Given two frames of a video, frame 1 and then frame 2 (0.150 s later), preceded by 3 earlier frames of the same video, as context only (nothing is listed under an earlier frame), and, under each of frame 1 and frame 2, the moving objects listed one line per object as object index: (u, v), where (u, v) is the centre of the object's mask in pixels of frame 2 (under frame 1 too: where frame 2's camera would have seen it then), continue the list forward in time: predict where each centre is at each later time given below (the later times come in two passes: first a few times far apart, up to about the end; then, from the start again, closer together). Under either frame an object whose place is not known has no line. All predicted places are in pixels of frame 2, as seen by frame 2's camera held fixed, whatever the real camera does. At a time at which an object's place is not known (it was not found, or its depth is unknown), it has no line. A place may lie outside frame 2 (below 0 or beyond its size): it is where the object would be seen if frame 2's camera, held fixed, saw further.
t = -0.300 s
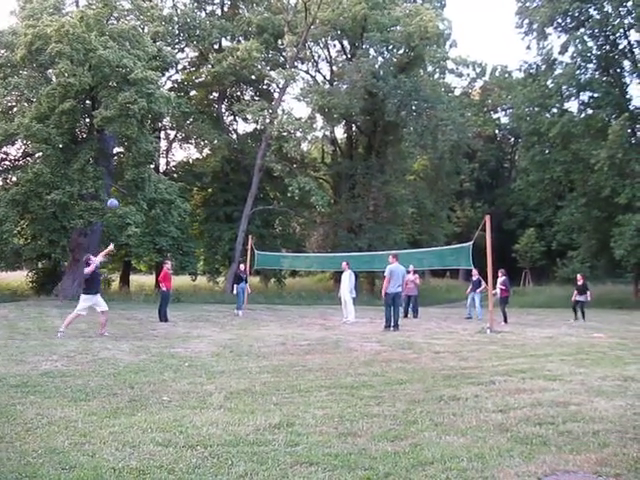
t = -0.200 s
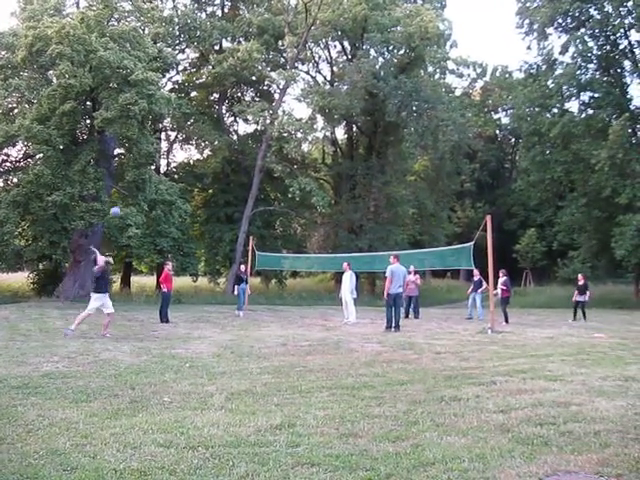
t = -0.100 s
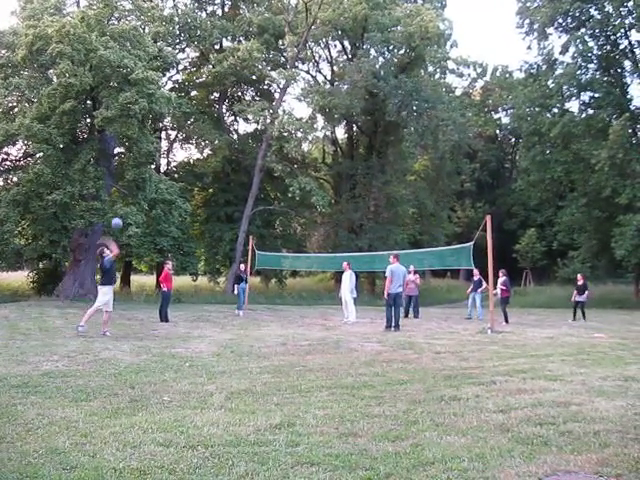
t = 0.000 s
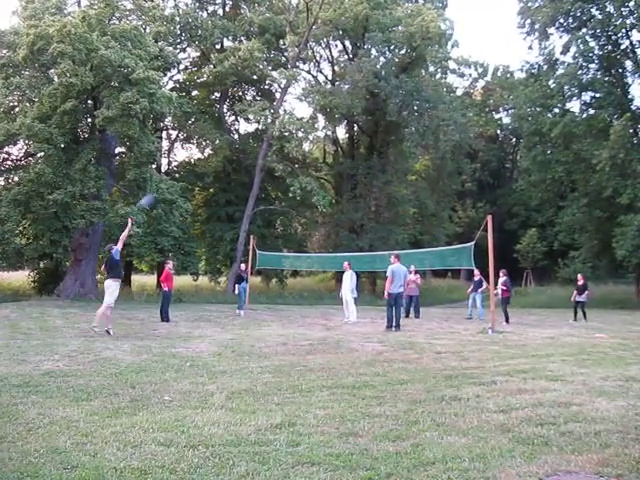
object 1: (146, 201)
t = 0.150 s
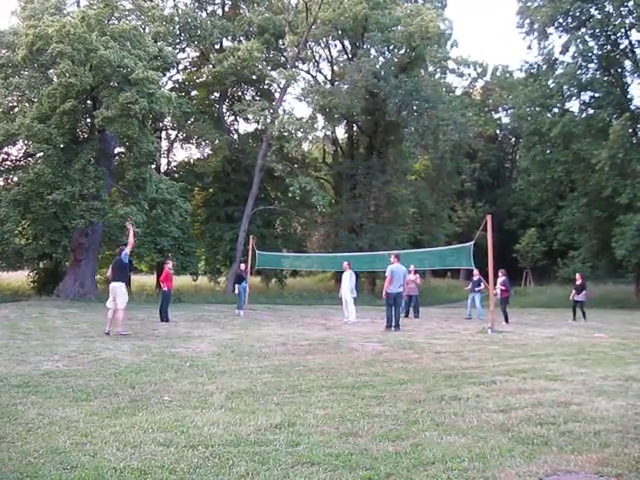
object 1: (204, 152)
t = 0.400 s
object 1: (284, 105)
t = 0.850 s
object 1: (401, 92)
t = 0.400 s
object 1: (284, 105)
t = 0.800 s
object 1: (391, 89)
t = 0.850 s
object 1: (401, 92)
